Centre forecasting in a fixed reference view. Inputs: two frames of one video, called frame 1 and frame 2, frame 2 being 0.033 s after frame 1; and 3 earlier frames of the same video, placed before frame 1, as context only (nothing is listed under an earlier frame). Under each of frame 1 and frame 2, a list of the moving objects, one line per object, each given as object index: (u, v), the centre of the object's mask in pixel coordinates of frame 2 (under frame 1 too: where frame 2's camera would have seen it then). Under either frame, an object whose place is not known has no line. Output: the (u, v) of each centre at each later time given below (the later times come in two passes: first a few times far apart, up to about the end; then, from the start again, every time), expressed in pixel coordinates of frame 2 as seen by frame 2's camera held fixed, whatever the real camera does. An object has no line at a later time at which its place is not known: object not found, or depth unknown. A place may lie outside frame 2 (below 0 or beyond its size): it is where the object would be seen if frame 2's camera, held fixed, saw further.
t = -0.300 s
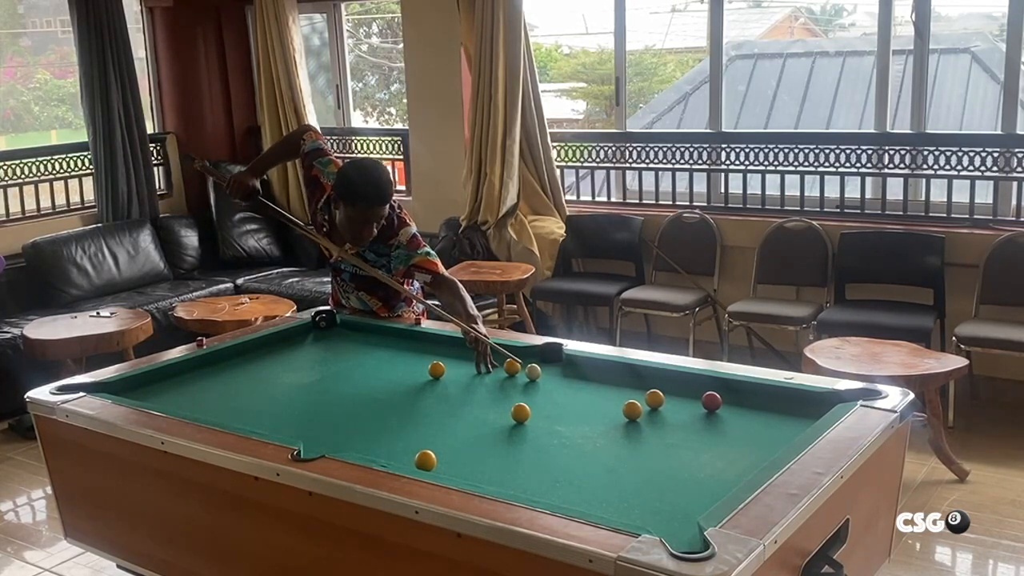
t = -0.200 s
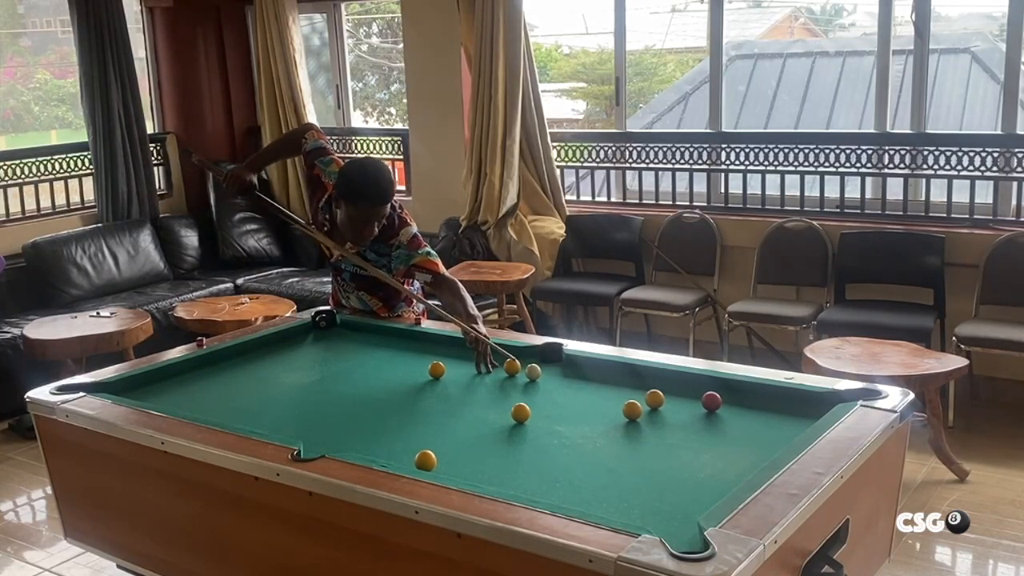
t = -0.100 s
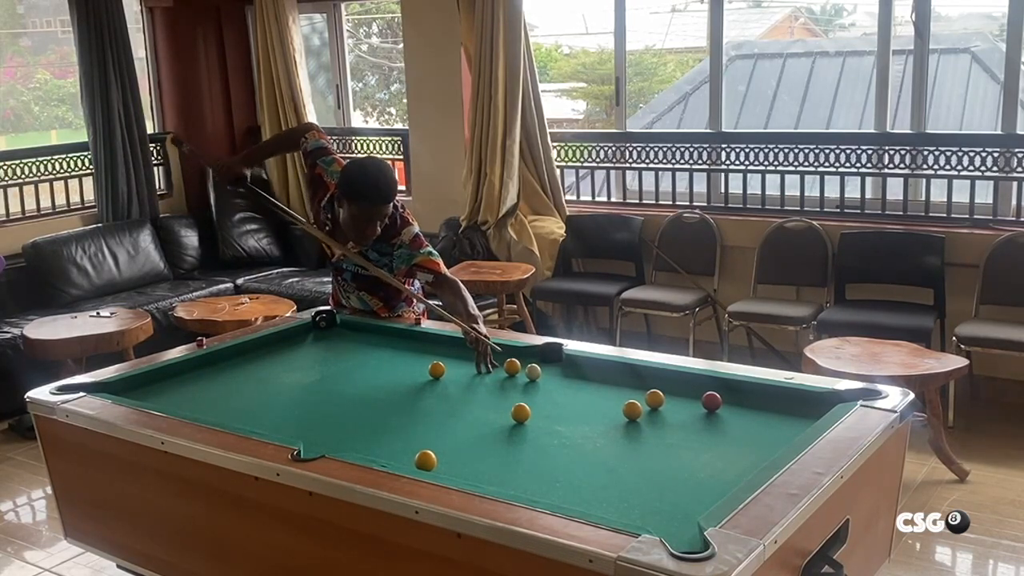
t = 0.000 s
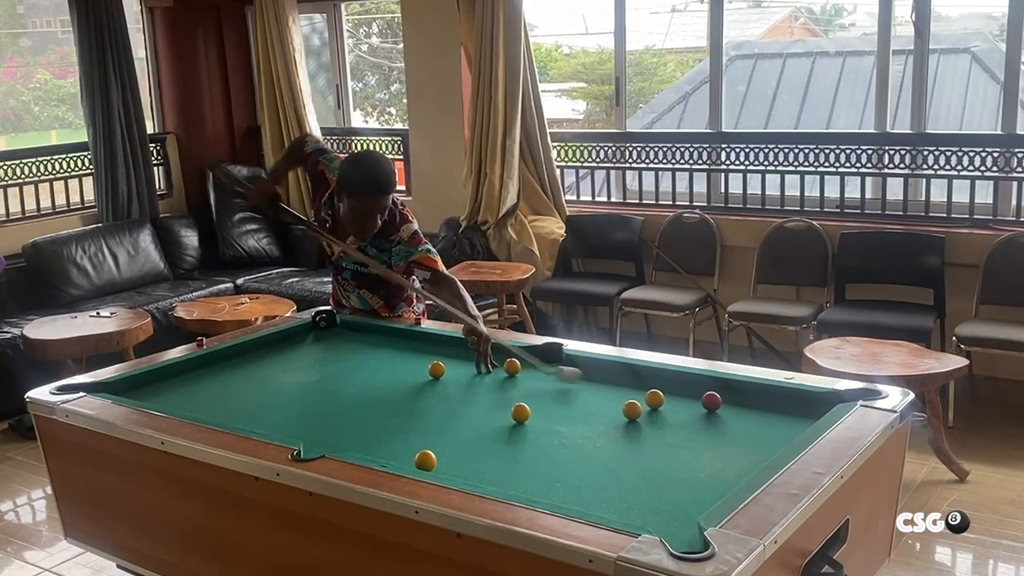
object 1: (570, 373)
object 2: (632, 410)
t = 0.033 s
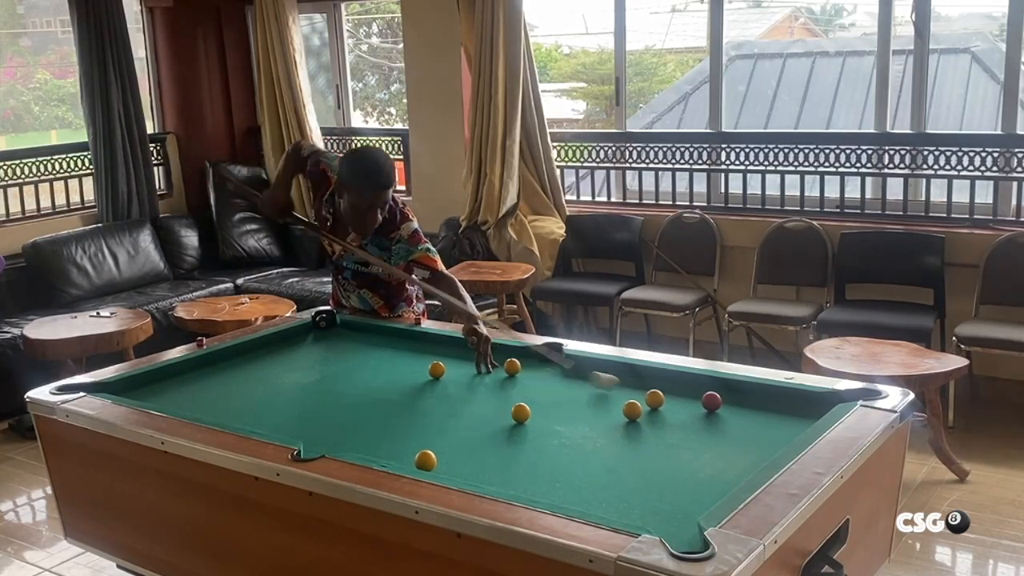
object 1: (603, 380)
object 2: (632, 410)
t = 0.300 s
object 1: (727, 388)
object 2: (632, 410)
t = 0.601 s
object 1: (696, 404)
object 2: (599, 405)
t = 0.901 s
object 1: (665, 419)
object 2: (514, 392)
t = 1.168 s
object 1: (636, 432)
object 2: (447, 382)
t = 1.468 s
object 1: (604, 446)
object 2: (381, 372)
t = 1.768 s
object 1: (571, 461)
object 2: (323, 364)
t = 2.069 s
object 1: (539, 475)
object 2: (271, 356)
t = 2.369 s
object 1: (507, 485)
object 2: (243, 351)
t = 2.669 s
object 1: (509, 482)
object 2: (272, 357)
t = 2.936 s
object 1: (517, 476)
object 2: (297, 363)
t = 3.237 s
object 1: (523, 469)
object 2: (325, 369)
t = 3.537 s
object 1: (525, 464)
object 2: (350, 374)
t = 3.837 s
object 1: (525, 462)
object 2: (374, 378)
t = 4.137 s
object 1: (525, 461)
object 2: (395, 383)
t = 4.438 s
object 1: (525, 461)
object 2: (414, 386)
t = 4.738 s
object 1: (525, 461)
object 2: (430, 390)
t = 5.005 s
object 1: (525, 461)
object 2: (443, 392)
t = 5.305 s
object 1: (525, 461)
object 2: (453, 393)
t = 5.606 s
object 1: (525, 461)
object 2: (461, 393)
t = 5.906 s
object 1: (525, 461)
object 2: (465, 394)
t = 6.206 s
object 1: (525, 461)
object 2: (465, 394)
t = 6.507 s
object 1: (525, 461)
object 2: (464, 394)
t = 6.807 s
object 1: (525, 461)
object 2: (464, 394)
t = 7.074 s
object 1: (525, 461)
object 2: (464, 394)
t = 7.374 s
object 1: (525, 461)
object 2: (464, 394)
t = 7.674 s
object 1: (525, 461)
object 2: (464, 394)
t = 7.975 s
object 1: (525, 461)
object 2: (464, 394)
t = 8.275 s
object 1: (525, 461)
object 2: (464, 394)
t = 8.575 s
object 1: (525, 461)
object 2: (464, 394)
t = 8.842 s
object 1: (525, 461)
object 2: (464, 394)
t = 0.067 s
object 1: (640, 385)
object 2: (632, 410)
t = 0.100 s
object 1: (678, 393)
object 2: (632, 410)
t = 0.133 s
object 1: (702, 394)
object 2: (632, 410)
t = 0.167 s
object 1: (710, 392)
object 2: (632, 410)
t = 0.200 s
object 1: (718, 389)
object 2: (632, 410)
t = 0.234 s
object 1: (726, 387)
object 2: (632, 410)
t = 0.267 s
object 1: (730, 386)
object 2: (632, 410)
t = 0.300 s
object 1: (727, 388)
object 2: (632, 410)
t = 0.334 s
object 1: (723, 390)
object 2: (632, 410)
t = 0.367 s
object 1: (720, 392)
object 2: (632, 410)
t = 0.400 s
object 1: (716, 394)
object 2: (632, 410)
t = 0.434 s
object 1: (713, 395)
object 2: (632, 410)
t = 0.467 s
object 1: (710, 397)
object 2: (632, 410)
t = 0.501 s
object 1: (706, 398)
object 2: (632, 410)
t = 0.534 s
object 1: (703, 400)
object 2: (624, 408)
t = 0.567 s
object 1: (700, 402)
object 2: (611, 406)
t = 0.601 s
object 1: (696, 404)
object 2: (599, 405)
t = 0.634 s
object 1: (693, 405)
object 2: (588, 403)
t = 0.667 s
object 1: (689, 407)
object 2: (579, 402)
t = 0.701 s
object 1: (686, 408)
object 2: (569, 400)
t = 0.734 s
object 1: (682, 410)
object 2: (560, 399)
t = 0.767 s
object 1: (679, 412)
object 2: (550, 397)
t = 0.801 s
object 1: (675, 414)
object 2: (541, 396)
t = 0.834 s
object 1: (672, 416)
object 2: (532, 395)
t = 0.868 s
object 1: (669, 417)
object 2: (523, 393)
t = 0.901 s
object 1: (665, 419)
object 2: (514, 392)
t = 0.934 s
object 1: (661, 421)
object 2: (505, 391)
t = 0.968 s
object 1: (658, 422)
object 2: (496, 390)
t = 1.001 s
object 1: (654, 424)
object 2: (488, 388)
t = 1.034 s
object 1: (651, 426)
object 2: (480, 387)
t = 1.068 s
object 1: (647, 427)
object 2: (472, 386)
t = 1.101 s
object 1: (643, 428)
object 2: (463, 384)
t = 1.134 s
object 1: (640, 430)
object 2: (456, 383)
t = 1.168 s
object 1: (636, 432)
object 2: (447, 382)
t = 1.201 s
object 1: (633, 433)
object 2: (439, 381)
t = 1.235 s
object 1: (629, 435)
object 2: (431, 380)
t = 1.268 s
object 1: (626, 437)
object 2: (424, 379)
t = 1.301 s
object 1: (622, 439)
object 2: (417, 378)
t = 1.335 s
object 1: (618, 440)
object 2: (409, 377)
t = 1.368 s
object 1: (615, 442)
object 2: (402, 375)
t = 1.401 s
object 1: (611, 443)
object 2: (395, 374)
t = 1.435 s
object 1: (607, 445)
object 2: (388, 374)
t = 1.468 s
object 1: (604, 446)
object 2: (381, 372)
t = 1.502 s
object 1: (600, 448)
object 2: (374, 371)
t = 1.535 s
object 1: (597, 450)
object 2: (367, 371)
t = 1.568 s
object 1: (593, 451)
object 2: (361, 370)
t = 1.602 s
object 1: (589, 453)
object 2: (354, 369)
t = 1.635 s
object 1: (586, 454)
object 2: (348, 367)
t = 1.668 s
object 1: (582, 456)
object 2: (341, 367)
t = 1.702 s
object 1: (579, 458)
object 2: (335, 366)
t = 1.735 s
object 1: (575, 459)
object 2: (329, 365)
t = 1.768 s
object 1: (571, 461)
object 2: (323, 364)
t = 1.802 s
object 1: (567, 462)
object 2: (316, 363)
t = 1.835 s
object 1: (564, 464)
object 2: (311, 362)
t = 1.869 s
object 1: (560, 465)
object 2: (305, 361)
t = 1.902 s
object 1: (557, 467)
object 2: (299, 360)
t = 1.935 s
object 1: (553, 468)
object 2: (293, 360)
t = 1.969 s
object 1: (549, 470)
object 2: (287, 358)
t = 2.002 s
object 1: (546, 472)
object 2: (282, 357)
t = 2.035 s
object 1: (542, 473)
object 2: (277, 357)
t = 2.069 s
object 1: (539, 475)
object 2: (271, 356)
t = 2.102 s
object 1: (535, 476)
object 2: (266, 355)
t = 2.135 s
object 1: (531, 478)
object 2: (261, 354)
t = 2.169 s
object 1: (528, 480)
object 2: (256, 353)
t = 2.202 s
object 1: (524, 481)
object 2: (251, 352)
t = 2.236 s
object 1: (521, 482)
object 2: (246, 351)
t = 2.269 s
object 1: (517, 483)
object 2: (241, 351)
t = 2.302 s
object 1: (514, 484)
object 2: (237, 350)
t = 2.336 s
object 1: (510, 484)
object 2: (239, 351)
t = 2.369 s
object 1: (507, 485)
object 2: (243, 351)
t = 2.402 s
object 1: (504, 485)
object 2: (246, 352)
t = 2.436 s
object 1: (500, 486)
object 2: (249, 353)
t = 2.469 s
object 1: (502, 485)
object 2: (253, 354)
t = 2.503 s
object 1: (503, 485)
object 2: (256, 354)
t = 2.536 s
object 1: (505, 484)
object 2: (259, 355)
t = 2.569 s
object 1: (506, 484)
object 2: (263, 355)
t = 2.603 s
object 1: (507, 483)
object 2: (266, 356)
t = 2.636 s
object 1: (508, 483)
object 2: (269, 357)
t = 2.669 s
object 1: (509, 482)
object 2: (272, 357)
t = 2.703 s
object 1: (510, 482)
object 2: (276, 358)
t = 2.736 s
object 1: (511, 481)
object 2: (279, 359)
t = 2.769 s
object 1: (512, 481)
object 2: (282, 359)
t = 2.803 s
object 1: (513, 480)
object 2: (285, 360)
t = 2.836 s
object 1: (514, 479)
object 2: (288, 361)
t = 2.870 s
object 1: (515, 478)
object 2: (291, 361)
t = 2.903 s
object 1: (516, 477)
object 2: (294, 362)
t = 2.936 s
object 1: (517, 476)
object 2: (297, 363)
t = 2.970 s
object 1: (518, 475)
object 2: (300, 364)
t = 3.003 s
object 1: (518, 474)
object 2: (304, 364)
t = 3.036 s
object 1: (519, 473)
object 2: (307, 365)
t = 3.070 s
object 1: (520, 473)
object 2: (310, 365)
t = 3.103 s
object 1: (521, 472)
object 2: (313, 366)
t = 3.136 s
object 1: (521, 471)
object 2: (316, 367)
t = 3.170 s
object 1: (522, 470)
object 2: (319, 367)
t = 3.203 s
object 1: (522, 470)
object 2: (322, 368)
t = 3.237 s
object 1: (523, 469)
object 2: (325, 369)
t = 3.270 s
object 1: (523, 468)
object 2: (328, 369)
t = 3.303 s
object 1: (523, 468)
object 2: (330, 370)
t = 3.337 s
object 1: (524, 467)
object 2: (333, 370)
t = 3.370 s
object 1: (524, 467)
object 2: (336, 371)
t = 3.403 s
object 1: (524, 466)
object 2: (339, 372)
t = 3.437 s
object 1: (525, 466)
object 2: (342, 372)
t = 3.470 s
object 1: (525, 465)
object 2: (344, 373)
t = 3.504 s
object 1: (525, 465)
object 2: (347, 373)
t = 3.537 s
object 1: (525, 464)
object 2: (350, 374)
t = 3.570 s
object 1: (525, 464)
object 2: (353, 374)
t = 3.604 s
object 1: (525, 464)
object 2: (355, 375)
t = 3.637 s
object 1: (526, 463)
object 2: (358, 375)
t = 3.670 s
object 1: (526, 463)
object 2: (361, 376)
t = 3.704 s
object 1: (525, 463)
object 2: (363, 376)
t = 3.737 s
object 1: (525, 462)
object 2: (366, 377)
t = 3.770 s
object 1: (526, 462)
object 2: (369, 377)
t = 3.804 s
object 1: (525, 462)
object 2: (371, 378)
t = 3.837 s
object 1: (525, 462)
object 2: (374, 378)
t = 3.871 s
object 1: (525, 462)
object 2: (376, 379)
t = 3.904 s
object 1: (525, 461)
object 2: (379, 379)
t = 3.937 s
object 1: (525, 461)
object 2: (381, 380)
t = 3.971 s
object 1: (525, 461)
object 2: (384, 380)
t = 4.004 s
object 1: (525, 461)
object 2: (386, 381)
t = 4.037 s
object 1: (525, 461)
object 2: (388, 381)
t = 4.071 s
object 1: (525, 461)
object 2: (390, 382)
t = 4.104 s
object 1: (525, 461)
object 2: (393, 383)
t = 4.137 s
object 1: (525, 461)
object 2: (395, 383)
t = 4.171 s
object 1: (525, 461)
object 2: (397, 383)
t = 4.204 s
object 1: (525, 461)
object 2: (399, 384)
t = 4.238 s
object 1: (525, 461)
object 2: (402, 384)
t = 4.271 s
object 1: (525, 461)
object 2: (404, 384)
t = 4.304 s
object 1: (525, 461)
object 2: (406, 385)
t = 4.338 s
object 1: (525, 461)
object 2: (408, 385)
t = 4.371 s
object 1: (525, 462)
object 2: (410, 386)
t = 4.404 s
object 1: (525, 461)
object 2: (412, 386)
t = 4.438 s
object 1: (525, 461)
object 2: (414, 386)
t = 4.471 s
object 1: (525, 461)
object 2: (416, 387)
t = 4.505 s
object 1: (525, 461)
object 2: (418, 387)
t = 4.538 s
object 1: (525, 461)
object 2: (420, 388)
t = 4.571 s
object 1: (525, 461)
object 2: (422, 388)
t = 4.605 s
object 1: (525, 461)
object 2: (424, 388)
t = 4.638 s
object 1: (525, 461)
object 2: (426, 389)
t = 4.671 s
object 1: (525, 461)
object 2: (427, 389)
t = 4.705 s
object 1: (525, 461)
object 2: (429, 389)
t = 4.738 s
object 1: (525, 461)
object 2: (430, 390)
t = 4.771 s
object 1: (525, 461)
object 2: (432, 390)
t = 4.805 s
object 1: (525, 461)
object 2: (434, 390)
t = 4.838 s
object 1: (525, 461)
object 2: (435, 391)
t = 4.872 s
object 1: (525, 461)
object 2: (437, 391)
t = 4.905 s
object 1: (525, 461)
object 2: (438, 391)
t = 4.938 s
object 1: (525, 461)
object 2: (440, 391)
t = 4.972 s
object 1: (525, 461)
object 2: (441, 391)
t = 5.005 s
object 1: (525, 461)
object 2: (443, 392)
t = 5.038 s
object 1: (525, 461)
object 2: (444, 392)
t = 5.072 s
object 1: (525, 461)
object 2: (445, 392)
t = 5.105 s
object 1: (525, 461)
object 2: (446, 392)
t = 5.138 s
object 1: (525, 461)
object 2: (448, 393)
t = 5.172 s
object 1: (525, 461)
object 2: (449, 393)
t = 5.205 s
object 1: (525, 461)
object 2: (450, 393)
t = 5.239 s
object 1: (525, 461)
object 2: (451, 393)
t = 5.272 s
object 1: (525, 461)
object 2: (452, 393)
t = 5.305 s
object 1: (525, 461)
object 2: (453, 393)
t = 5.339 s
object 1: (525, 461)
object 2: (454, 393)
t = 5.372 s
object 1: (525, 461)
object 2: (455, 393)
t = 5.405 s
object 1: (525, 461)
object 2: (456, 393)
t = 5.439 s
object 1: (525, 461)
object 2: (457, 393)
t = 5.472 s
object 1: (525, 461)
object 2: (458, 393)
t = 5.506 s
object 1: (525, 461)
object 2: (458, 393)
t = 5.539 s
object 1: (525, 461)
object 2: (459, 393)
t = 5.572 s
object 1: (525, 461)
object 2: (460, 393)
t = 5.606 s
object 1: (525, 461)
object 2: (461, 393)
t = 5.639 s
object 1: (525, 461)
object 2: (461, 394)
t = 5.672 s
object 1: (525, 461)
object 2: (462, 394)
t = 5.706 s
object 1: (525, 461)
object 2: (462, 394)
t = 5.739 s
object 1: (525, 461)
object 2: (463, 394)
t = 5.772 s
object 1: (525, 461)
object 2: (464, 394)
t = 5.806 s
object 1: (525, 461)
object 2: (464, 394)
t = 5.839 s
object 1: (525, 461)
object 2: (464, 394)
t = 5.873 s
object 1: (525, 461)
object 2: (464, 394)
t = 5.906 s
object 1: (525, 461)
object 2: (465, 394)
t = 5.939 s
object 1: (525, 461)
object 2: (465, 394)
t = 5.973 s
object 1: (525, 461)
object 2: (465, 394)
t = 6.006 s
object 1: (525, 461)
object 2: (465, 394)
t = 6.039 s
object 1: (525, 461)
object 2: (465, 394)
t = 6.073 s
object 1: (525, 461)
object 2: (465, 394)
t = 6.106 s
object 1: (525, 461)
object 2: (465, 394)
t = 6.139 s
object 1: (525, 461)
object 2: (465, 394)
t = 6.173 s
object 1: (525, 461)
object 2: (465, 394)
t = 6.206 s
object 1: (525, 461)
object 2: (465, 394)
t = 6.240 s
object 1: (525, 461)
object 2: (465, 394)
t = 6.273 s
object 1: (525, 461)
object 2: (464, 394)
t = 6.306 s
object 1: (525, 461)
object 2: (464, 394)
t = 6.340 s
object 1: (525, 461)
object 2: (464, 394)
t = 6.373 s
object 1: (525, 461)
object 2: (464, 394)
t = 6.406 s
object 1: (525, 461)
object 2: (464, 394)
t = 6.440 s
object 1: (525, 461)
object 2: (464, 394)
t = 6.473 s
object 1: (525, 461)
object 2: (464, 394)
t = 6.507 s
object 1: (525, 461)
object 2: (464, 394)
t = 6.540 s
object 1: (525, 461)
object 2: (464, 394)
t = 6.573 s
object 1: (525, 461)
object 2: (464, 394)
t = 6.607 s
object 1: (525, 461)
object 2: (464, 394)
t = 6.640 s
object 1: (525, 461)
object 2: (464, 394)
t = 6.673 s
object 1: (525, 461)
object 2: (464, 394)
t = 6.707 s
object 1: (525, 461)
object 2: (464, 394)
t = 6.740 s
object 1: (525, 461)
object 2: (464, 394)
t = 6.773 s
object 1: (525, 461)
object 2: (464, 394)
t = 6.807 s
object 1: (525, 461)
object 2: (464, 394)
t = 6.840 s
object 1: (525, 461)
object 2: (464, 394)
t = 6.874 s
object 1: (525, 461)
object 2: (464, 394)
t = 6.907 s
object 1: (525, 461)
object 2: (464, 394)
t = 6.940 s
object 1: (525, 461)
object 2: (464, 394)
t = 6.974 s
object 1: (525, 461)
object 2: (464, 394)
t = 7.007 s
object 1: (525, 461)
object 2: (464, 394)
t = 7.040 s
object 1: (525, 461)
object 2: (464, 394)
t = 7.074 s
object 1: (525, 461)
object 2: (464, 394)
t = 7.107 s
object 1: (525, 461)
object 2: (464, 394)
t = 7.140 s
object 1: (525, 461)
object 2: (464, 394)
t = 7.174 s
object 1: (525, 461)
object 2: (464, 394)
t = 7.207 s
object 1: (525, 461)
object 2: (464, 394)
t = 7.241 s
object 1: (525, 462)
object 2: (464, 394)
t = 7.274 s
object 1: (525, 461)
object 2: (464, 394)
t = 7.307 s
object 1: (525, 461)
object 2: (464, 394)
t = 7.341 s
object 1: (525, 461)
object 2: (464, 394)
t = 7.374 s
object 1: (525, 461)
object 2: (464, 394)
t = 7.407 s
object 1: (525, 461)
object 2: (464, 394)
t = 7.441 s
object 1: (525, 461)
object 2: (464, 394)
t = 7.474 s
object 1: (525, 461)
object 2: (464, 394)
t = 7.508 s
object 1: (525, 461)
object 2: (464, 394)
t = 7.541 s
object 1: (525, 461)
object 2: (464, 394)
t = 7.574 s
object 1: (525, 461)
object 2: (464, 394)
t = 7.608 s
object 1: (525, 461)
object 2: (464, 394)
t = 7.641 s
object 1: (525, 461)
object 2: (464, 394)
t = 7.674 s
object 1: (525, 461)
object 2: (464, 394)
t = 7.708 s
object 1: (525, 461)
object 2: (464, 394)
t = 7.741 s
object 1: (525, 461)
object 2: (464, 394)
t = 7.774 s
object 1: (525, 461)
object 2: (464, 394)
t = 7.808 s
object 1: (525, 461)
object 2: (464, 394)
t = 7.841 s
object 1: (525, 461)
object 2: (464, 394)
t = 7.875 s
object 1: (525, 461)
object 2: (464, 394)
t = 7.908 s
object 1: (525, 461)
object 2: (464, 394)
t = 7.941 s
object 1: (525, 461)
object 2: (464, 394)
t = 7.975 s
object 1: (525, 461)
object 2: (464, 394)
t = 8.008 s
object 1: (525, 461)
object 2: (464, 394)
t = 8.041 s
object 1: (525, 461)
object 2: (464, 394)
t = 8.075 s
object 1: (525, 461)
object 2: (464, 394)
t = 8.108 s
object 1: (525, 461)
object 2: (464, 394)
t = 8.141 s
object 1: (525, 461)
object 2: (464, 394)
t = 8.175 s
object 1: (525, 461)
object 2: (464, 394)
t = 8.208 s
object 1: (525, 461)
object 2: (464, 394)
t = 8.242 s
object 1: (525, 461)
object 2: (464, 394)
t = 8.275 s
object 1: (525, 461)
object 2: (464, 394)
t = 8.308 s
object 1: (525, 461)
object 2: (465, 394)
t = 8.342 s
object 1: (525, 461)
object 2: (465, 394)
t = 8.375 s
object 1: (525, 461)
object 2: (464, 394)
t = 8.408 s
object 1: (525, 461)
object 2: (465, 394)
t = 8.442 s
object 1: (525, 461)
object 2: (465, 394)
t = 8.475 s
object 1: (525, 461)
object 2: (465, 394)
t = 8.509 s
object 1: (525, 461)
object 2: (465, 394)
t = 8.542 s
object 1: (525, 461)
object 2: (465, 394)
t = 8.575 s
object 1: (525, 461)
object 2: (464, 394)
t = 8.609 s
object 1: (525, 461)
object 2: (464, 394)
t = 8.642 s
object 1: (525, 461)
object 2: (464, 394)
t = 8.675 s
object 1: (525, 461)
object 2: (464, 394)
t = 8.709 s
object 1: (525, 461)
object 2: (464, 394)
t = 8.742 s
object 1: (525, 461)
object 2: (464, 394)
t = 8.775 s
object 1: (525, 461)
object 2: (464, 394)
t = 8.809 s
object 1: (525, 461)
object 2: (464, 394)
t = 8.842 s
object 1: (525, 461)
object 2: (464, 394)
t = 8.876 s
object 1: (525, 461)
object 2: (464, 394)
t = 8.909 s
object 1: (525, 461)
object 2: (465, 394)
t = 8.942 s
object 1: (525, 461)
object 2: (464, 394)
